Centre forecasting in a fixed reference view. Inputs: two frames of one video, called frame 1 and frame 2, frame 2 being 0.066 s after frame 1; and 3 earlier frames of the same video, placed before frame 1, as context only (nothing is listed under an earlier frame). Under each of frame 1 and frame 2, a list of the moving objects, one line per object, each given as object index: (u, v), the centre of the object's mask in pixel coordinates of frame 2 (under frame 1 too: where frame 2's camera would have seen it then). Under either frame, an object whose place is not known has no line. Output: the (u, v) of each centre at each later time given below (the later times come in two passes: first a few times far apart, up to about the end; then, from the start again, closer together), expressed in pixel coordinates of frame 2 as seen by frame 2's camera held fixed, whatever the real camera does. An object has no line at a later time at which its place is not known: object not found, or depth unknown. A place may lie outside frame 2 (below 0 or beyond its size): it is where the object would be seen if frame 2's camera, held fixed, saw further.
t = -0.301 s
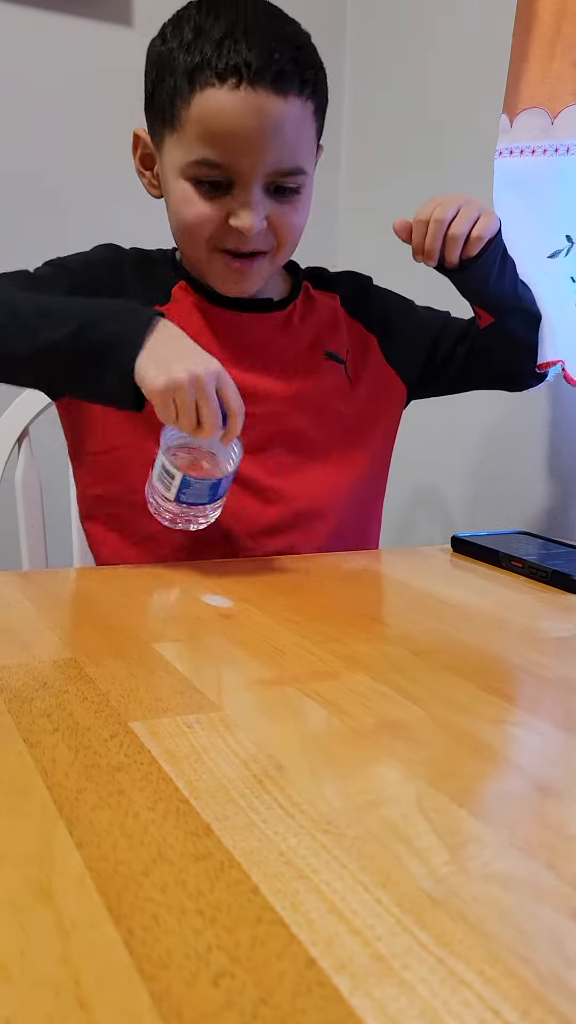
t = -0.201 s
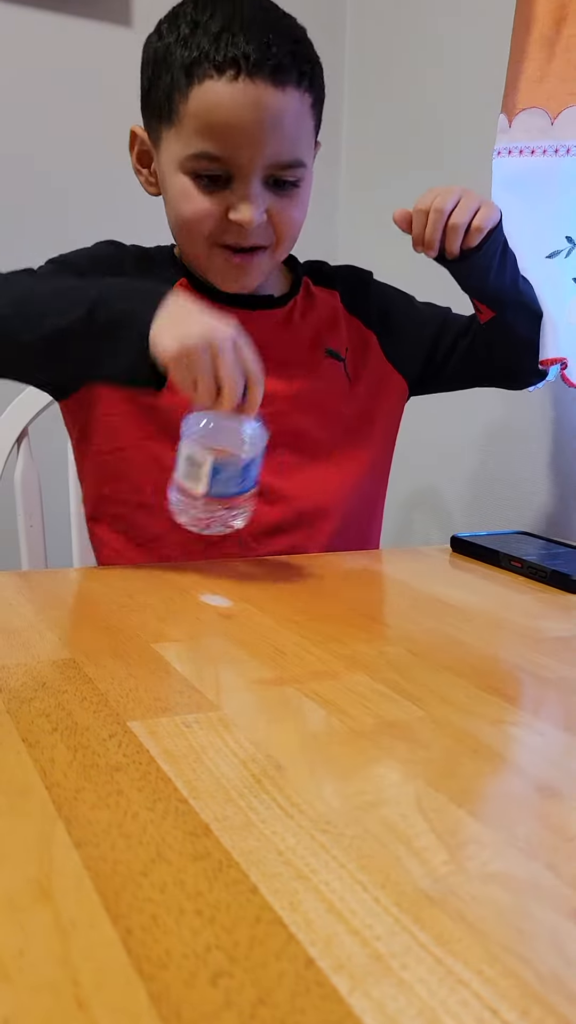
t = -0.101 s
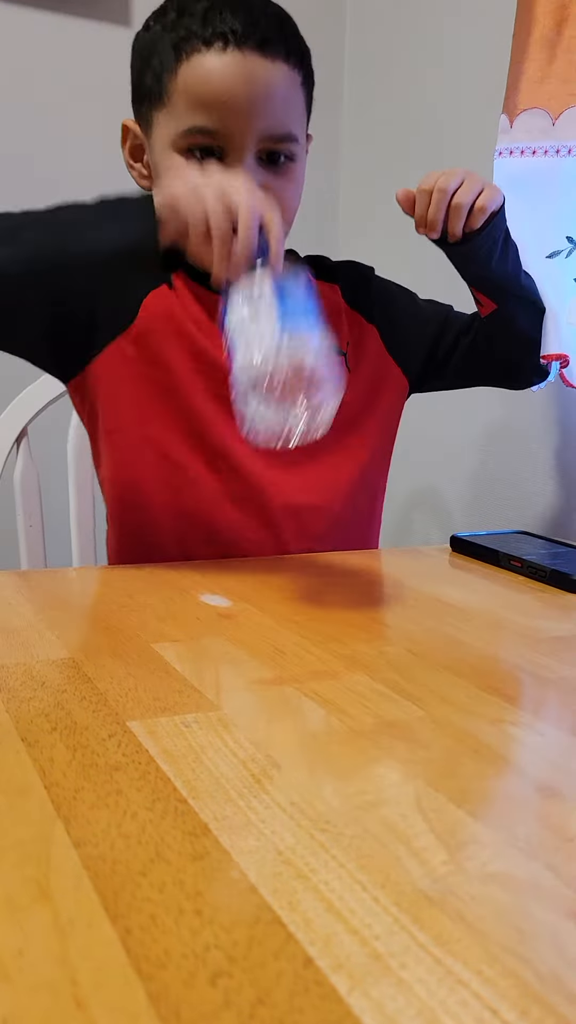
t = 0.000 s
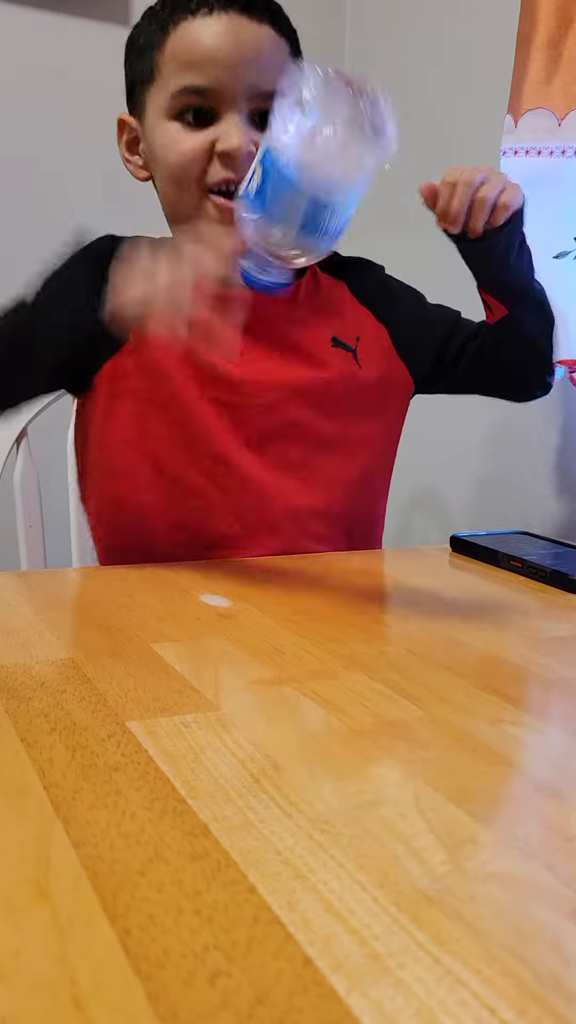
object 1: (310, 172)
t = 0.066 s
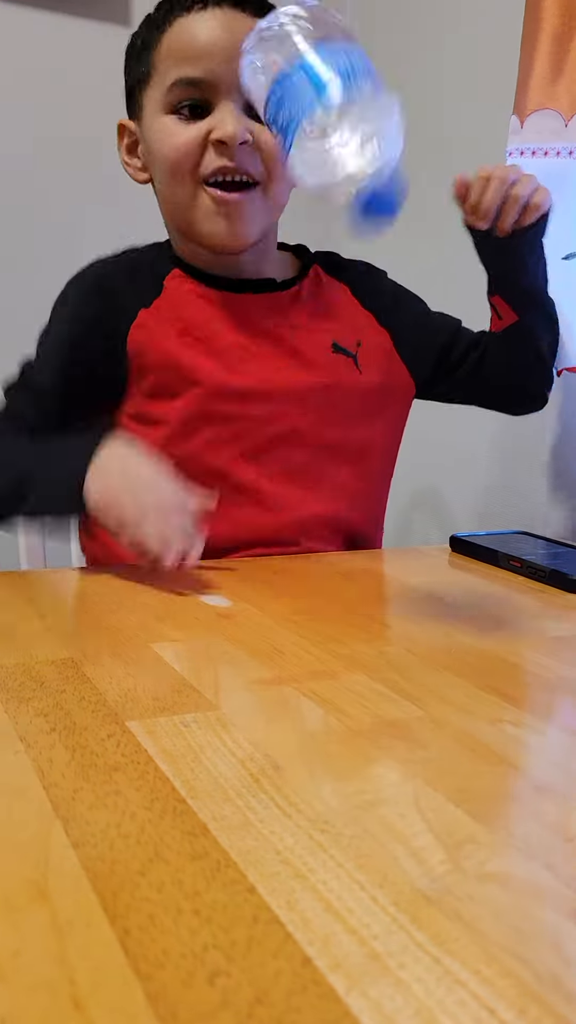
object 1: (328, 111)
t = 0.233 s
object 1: (288, 278)
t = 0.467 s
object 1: (265, 542)
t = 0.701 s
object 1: (265, 542)
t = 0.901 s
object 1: (265, 542)
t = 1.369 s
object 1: (265, 543)
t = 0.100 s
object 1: (323, 97)
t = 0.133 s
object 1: (313, 110)
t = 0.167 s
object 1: (307, 146)
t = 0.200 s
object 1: (298, 200)
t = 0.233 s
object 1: (288, 278)
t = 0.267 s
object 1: (279, 374)
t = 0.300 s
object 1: (270, 488)
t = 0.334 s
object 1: (263, 541)
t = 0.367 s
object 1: (267, 542)
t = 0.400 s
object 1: (267, 542)
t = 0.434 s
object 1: (265, 542)
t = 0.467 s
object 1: (265, 542)
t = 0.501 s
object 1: (265, 542)
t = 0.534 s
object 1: (266, 542)
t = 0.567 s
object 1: (265, 542)
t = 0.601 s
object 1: (265, 542)
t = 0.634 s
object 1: (265, 542)
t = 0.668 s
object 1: (265, 542)
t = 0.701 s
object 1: (265, 542)
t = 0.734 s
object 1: (265, 542)
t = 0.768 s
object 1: (265, 542)
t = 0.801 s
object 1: (265, 542)
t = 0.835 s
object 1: (265, 542)
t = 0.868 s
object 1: (265, 542)
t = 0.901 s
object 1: (265, 542)
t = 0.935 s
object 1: (265, 542)
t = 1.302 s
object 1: (265, 543)
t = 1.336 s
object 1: (265, 543)
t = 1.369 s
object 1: (265, 543)
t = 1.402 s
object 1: (265, 543)
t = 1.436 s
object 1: (265, 544)
